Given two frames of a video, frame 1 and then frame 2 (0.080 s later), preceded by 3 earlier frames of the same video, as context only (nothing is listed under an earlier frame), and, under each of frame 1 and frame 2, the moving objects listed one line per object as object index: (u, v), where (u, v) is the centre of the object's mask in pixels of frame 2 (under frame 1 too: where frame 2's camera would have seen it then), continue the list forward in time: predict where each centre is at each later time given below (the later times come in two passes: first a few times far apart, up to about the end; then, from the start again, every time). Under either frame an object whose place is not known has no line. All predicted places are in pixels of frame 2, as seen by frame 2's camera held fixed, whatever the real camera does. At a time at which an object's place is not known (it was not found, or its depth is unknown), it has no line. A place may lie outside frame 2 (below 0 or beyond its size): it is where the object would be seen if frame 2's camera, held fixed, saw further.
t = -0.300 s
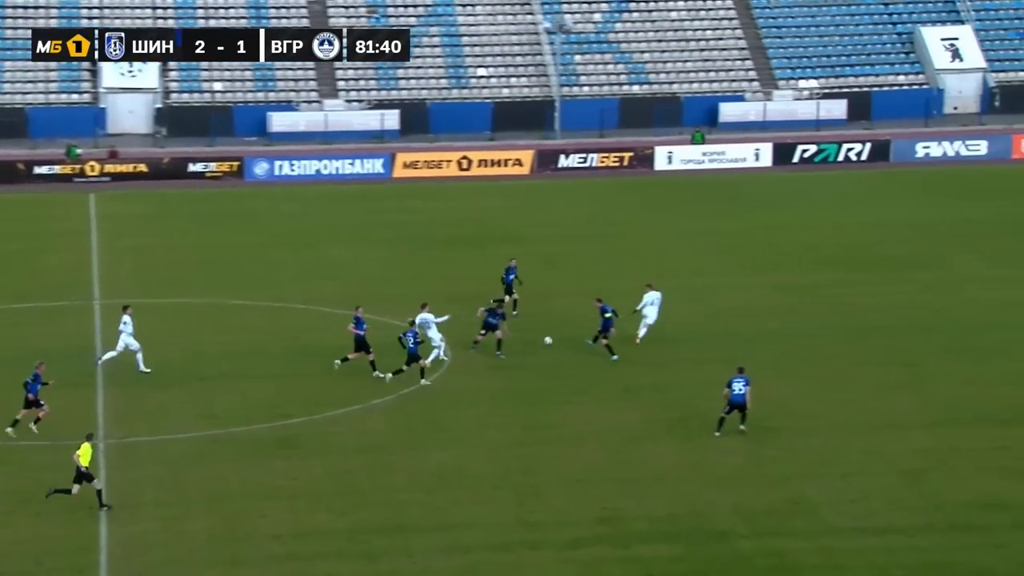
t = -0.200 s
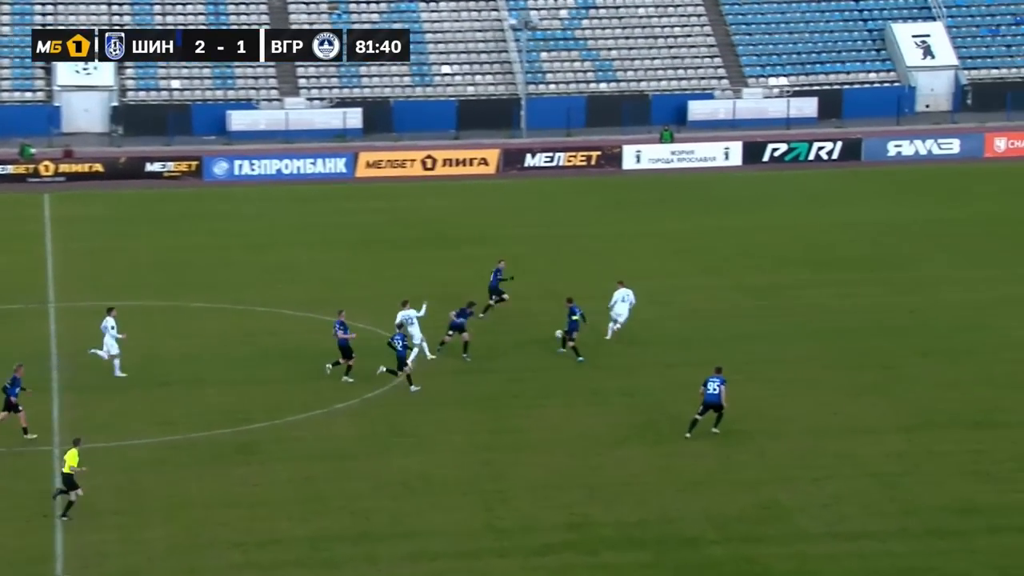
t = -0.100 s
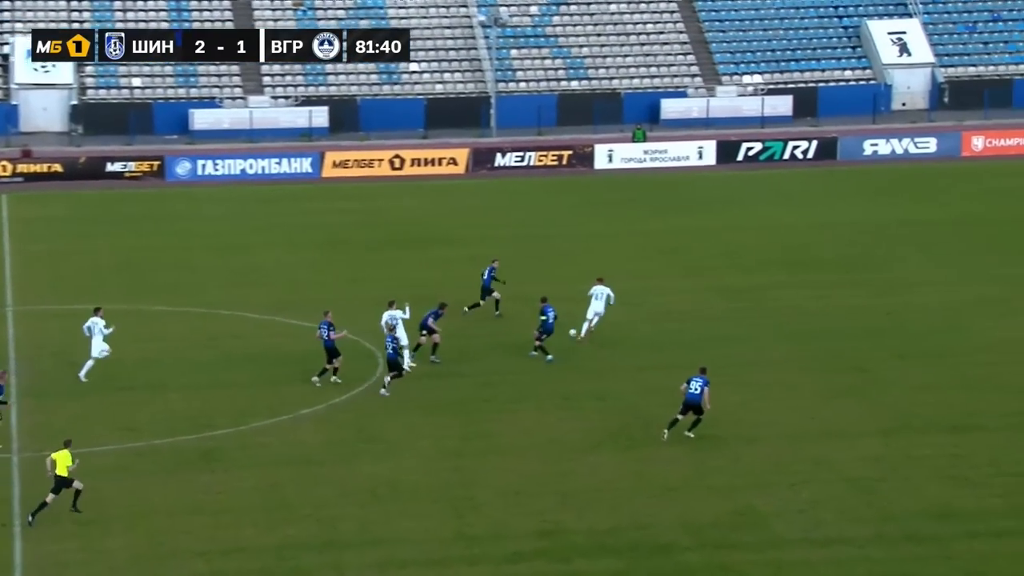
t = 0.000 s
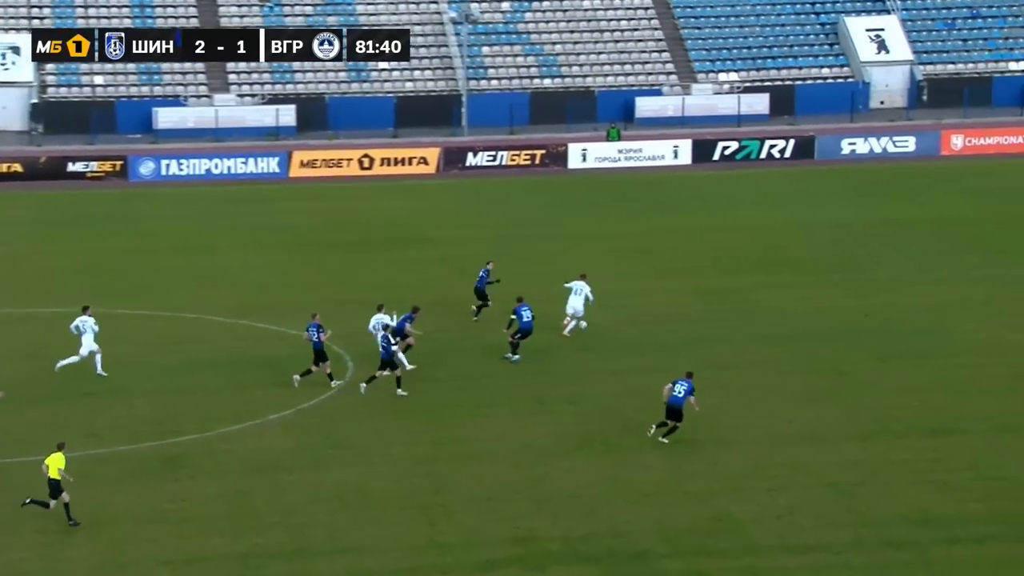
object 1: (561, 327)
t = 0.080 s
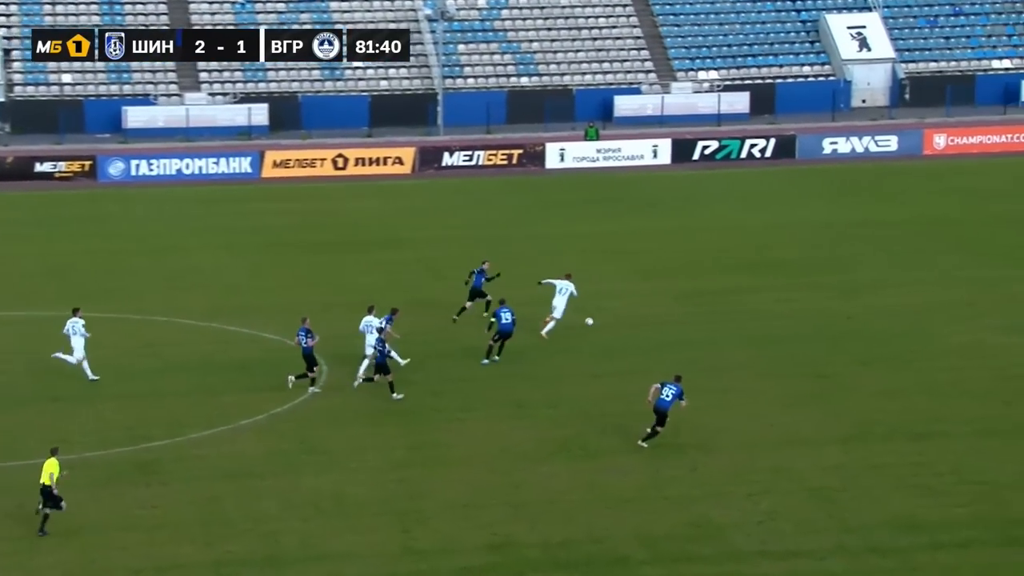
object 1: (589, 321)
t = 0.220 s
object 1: (634, 315)
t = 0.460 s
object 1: (700, 303)
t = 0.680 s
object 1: (746, 289)
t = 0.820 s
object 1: (771, 285)
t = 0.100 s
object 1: (596, 320)
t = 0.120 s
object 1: (603, 319)
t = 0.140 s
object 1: (609, 318)
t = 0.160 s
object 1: (616, 318)
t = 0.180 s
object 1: (622, 318)
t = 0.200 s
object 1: (628, 317)
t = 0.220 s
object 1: (634, 315)
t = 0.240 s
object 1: (640, 313)
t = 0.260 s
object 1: (646, 312)
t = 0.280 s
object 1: (652, 310)
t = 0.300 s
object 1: (657, 309)
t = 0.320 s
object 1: (663, 307)
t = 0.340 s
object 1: (668, 306)
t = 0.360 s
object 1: (674, 305)
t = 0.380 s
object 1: (679, 305)
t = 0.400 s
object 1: (685, 304)
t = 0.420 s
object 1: (690, 304)
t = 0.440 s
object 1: (695, 303)
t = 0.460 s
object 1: (700, 303)
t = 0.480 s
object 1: (704, 302)
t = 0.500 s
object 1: (709, 300)
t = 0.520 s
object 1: (713, 298)
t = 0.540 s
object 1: (718, 295)
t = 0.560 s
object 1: (722, 294)
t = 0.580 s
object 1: (726, 293)
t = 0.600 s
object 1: (730, 292)
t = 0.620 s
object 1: (734, 291)
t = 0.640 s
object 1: (738, 290)
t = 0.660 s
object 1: (742, 290)
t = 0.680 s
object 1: (746, 289)
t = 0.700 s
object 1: (750, 290)
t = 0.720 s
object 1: (754, 289)
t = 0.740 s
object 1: (757, 289)
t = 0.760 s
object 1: (761, 289)
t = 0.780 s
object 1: (765, 288)
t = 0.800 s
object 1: (768, 286)
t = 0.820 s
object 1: (771, 285)
